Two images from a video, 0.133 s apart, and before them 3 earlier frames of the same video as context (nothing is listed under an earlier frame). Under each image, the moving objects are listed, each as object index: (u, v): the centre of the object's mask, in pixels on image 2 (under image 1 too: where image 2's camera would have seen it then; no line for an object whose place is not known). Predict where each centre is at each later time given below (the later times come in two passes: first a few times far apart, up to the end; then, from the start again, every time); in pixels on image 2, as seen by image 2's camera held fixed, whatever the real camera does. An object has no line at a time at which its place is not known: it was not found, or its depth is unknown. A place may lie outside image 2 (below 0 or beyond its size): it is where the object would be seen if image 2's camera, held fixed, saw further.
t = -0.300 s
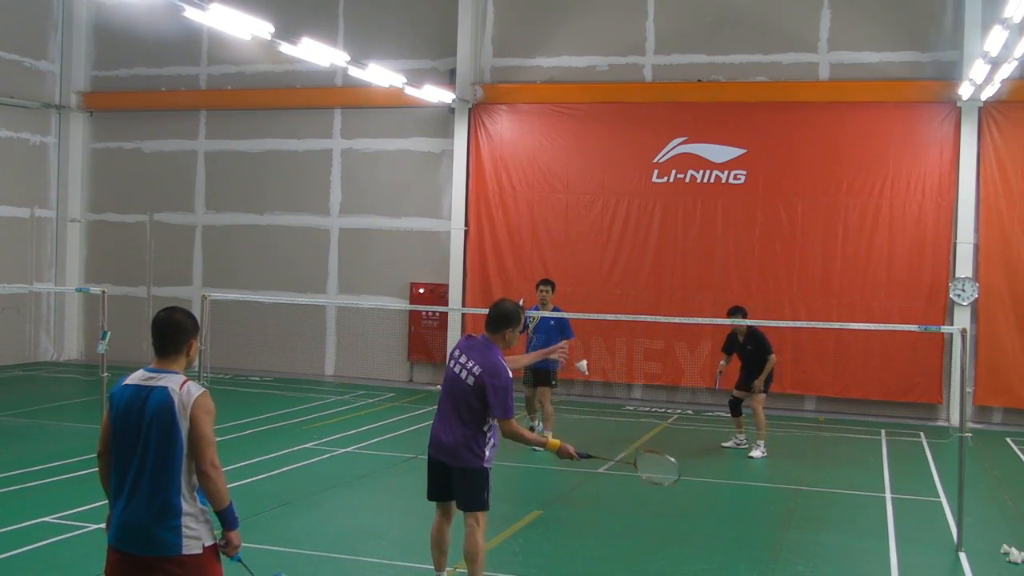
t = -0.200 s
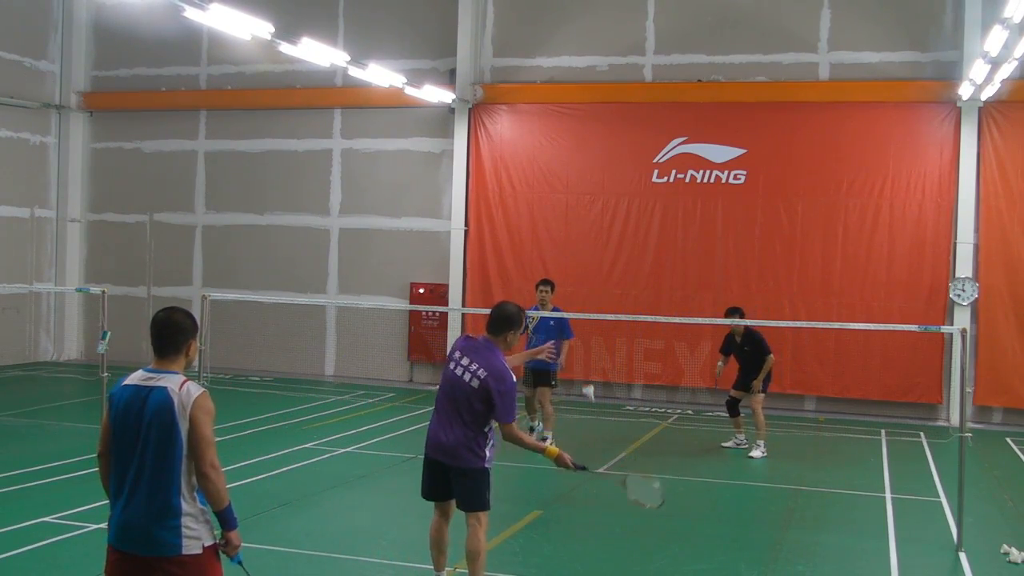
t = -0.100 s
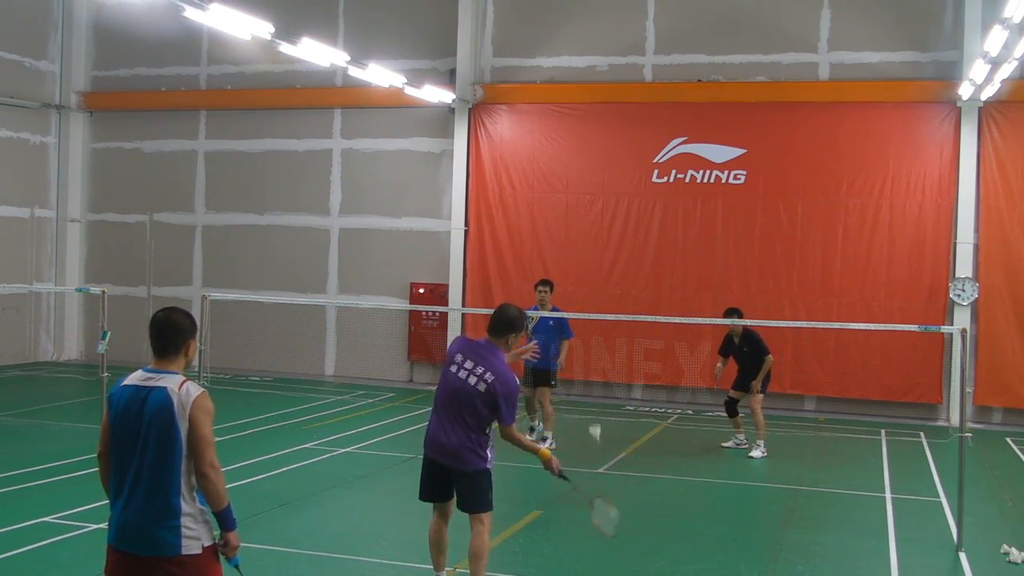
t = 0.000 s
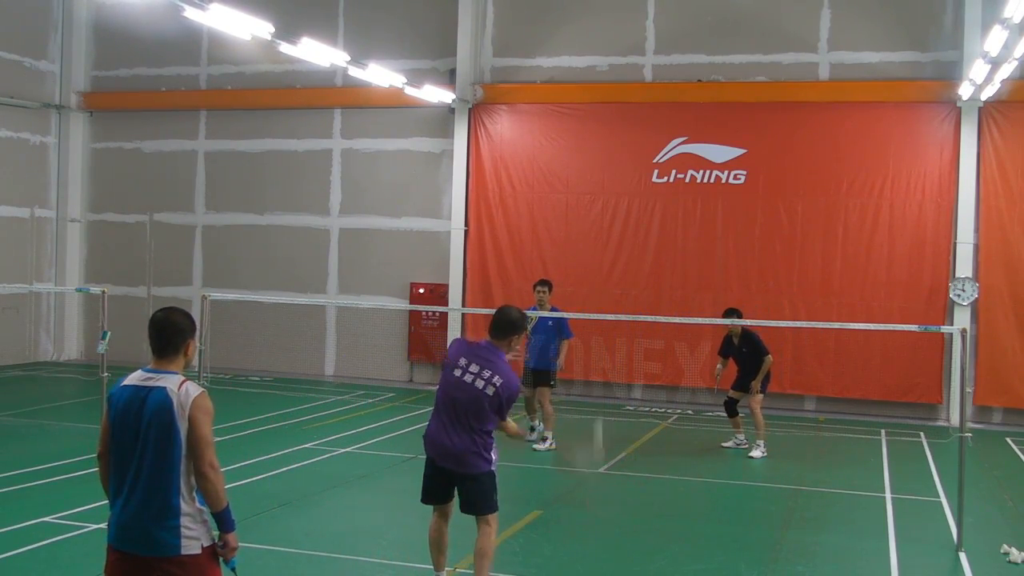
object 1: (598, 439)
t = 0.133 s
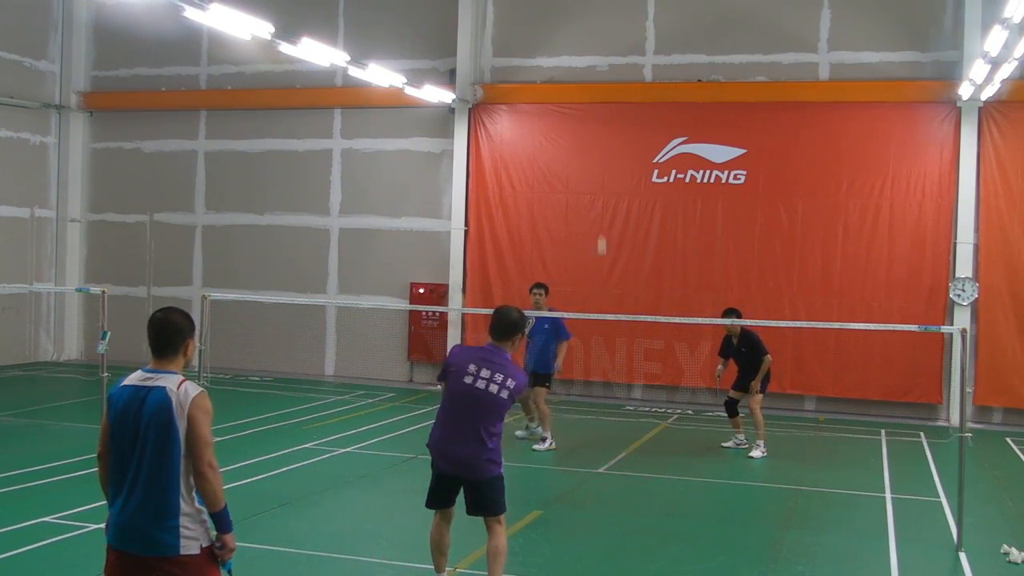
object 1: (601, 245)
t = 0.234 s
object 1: (600, 181)
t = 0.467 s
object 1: (598, 130)
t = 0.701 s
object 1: (596, 144)
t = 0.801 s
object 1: (595, 162)
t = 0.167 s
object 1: (601, 220)
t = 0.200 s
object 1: (600, 198)
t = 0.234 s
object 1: (600, 181)
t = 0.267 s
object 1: (600, 167)
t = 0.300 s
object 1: (600, 156)
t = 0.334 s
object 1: (600, 146)
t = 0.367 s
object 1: (600, 141)
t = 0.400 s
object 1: (599, 135)
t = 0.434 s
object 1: (599, 132)
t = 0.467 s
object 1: (598, 130)
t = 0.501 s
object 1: (598, 129)
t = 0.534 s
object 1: (597, 129)
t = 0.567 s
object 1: (597, 131)
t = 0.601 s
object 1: (597, 133)
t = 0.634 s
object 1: (596, 135)
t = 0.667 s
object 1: (596, 139)
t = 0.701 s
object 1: (596, 144)
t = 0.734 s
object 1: (596, 149)
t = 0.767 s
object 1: (595, 156)
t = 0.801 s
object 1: (595, 162)
